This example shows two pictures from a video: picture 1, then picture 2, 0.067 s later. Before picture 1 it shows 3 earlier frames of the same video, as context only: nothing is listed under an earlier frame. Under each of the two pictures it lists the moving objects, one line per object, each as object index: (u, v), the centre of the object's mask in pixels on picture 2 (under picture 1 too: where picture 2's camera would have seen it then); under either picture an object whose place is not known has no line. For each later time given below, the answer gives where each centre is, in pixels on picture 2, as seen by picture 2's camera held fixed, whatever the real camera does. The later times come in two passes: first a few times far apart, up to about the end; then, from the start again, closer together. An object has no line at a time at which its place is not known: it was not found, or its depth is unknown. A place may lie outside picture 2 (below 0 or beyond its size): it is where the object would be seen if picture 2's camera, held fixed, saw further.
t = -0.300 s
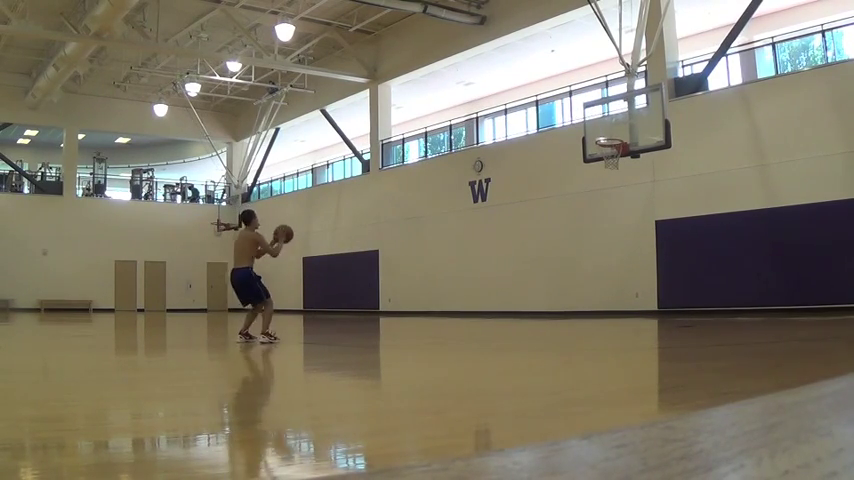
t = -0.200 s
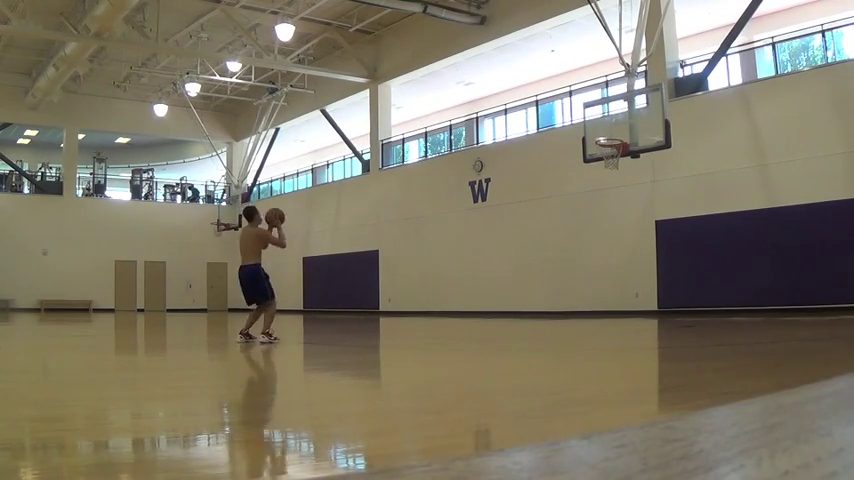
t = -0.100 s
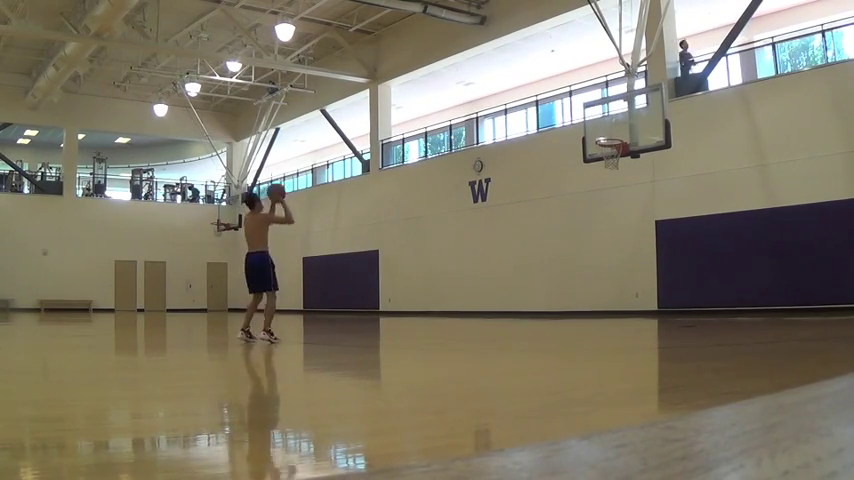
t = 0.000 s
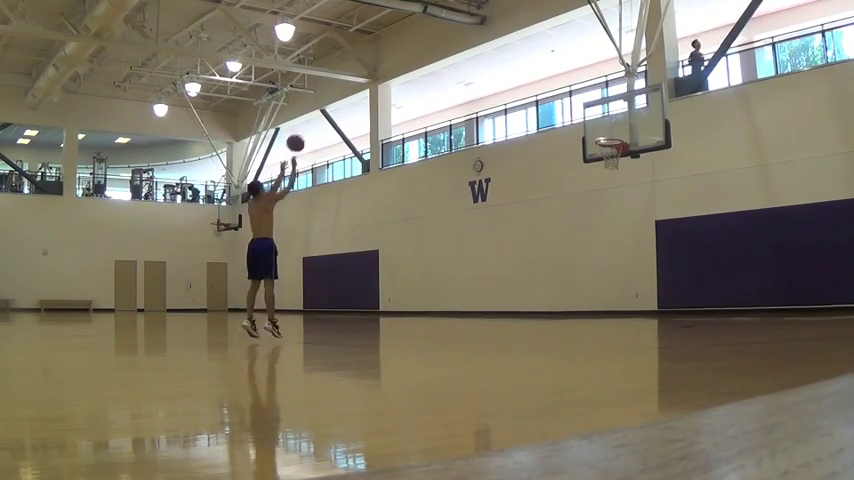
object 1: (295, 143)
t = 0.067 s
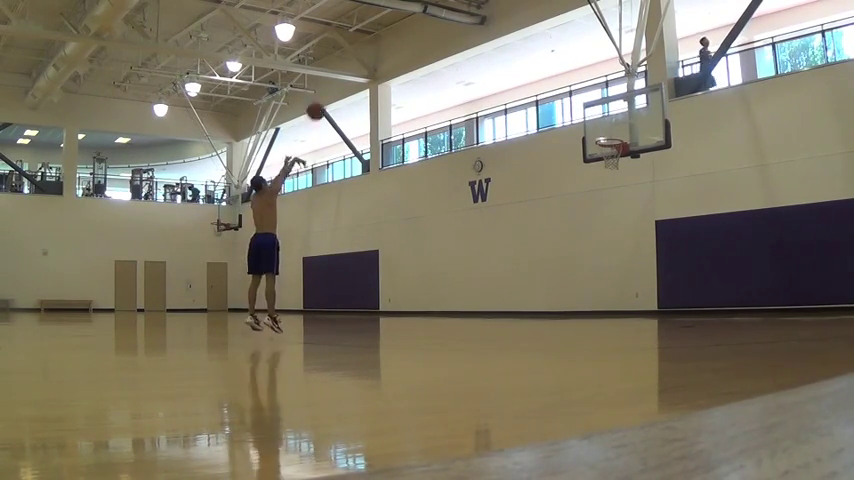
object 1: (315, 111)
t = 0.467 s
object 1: (420, 6)
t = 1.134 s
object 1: (560, 66)
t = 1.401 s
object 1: (610, 151)
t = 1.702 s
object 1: (632, 188)
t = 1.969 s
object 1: (651, 257)
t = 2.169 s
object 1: (663, 302)
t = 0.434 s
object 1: (413, 8)
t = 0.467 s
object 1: (420, 6)
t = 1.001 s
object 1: (534, 35)
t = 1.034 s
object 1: (541, 41)
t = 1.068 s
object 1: (547, 49)
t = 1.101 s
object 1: (554, 57)
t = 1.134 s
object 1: (560, 66)
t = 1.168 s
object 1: (567, 75)
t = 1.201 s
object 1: (573, 85)
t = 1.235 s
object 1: (578, 94)
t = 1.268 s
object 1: (585, 106)
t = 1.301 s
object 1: (591, 118)
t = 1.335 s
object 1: (597, 129)
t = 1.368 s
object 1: (604, 141)
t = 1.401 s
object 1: (610, 151)
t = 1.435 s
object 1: (613, 160)
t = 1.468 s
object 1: (615, 161)
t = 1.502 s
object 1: (618, 163)
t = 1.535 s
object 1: (620, 165)
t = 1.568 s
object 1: (622, 169)
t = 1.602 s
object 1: (624, 172)
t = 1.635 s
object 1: (627, 177)
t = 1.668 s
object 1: (629, 182)
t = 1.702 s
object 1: (632, 188)
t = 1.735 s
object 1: (634, 194)
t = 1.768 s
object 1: (637, 201)
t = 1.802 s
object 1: (639, 208)
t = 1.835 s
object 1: (642, 217)
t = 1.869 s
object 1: (644, 226)
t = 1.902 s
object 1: (647, 236)
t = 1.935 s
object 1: (649, 246)
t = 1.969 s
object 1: (651, 257)
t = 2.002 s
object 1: (652, 269)
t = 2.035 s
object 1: (656, 281)
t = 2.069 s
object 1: (658, 294)
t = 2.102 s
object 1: (660, 308)
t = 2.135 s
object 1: (662, 314)
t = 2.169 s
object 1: (663, 302)
